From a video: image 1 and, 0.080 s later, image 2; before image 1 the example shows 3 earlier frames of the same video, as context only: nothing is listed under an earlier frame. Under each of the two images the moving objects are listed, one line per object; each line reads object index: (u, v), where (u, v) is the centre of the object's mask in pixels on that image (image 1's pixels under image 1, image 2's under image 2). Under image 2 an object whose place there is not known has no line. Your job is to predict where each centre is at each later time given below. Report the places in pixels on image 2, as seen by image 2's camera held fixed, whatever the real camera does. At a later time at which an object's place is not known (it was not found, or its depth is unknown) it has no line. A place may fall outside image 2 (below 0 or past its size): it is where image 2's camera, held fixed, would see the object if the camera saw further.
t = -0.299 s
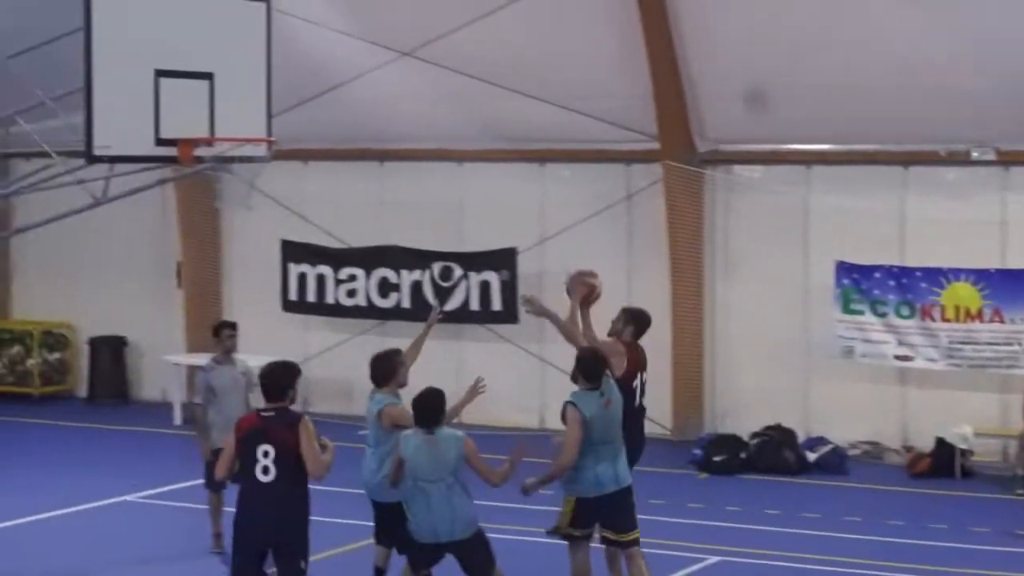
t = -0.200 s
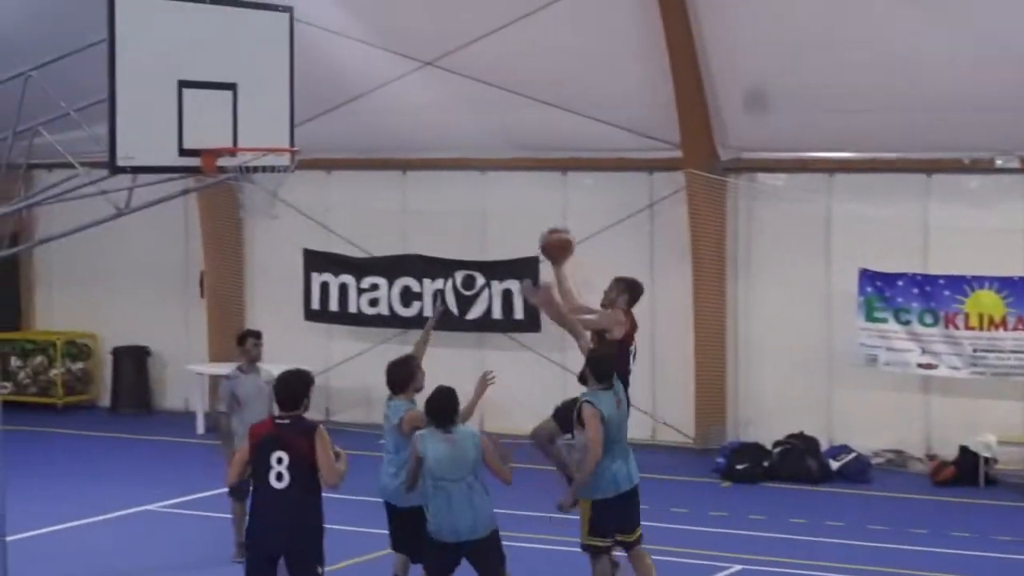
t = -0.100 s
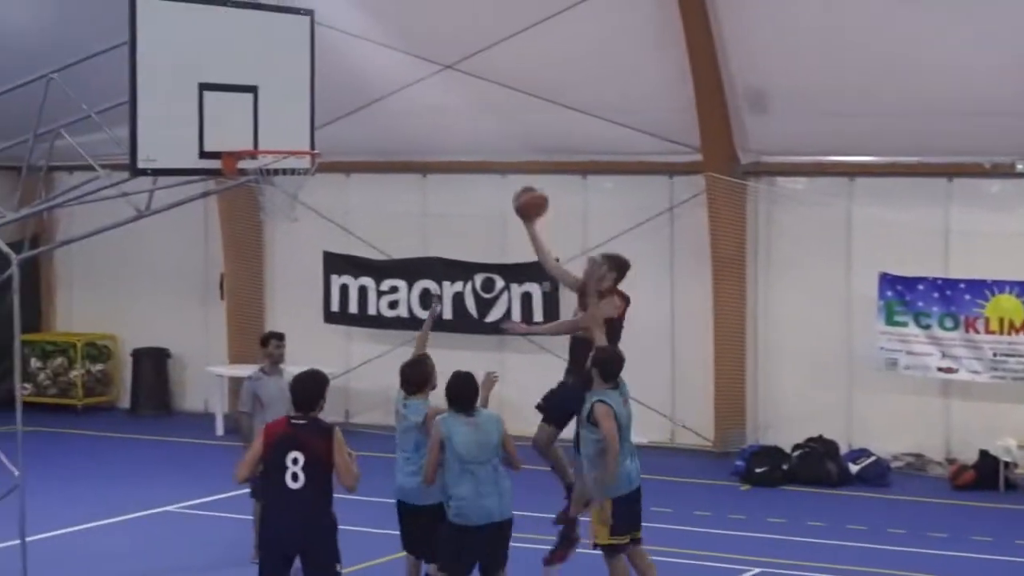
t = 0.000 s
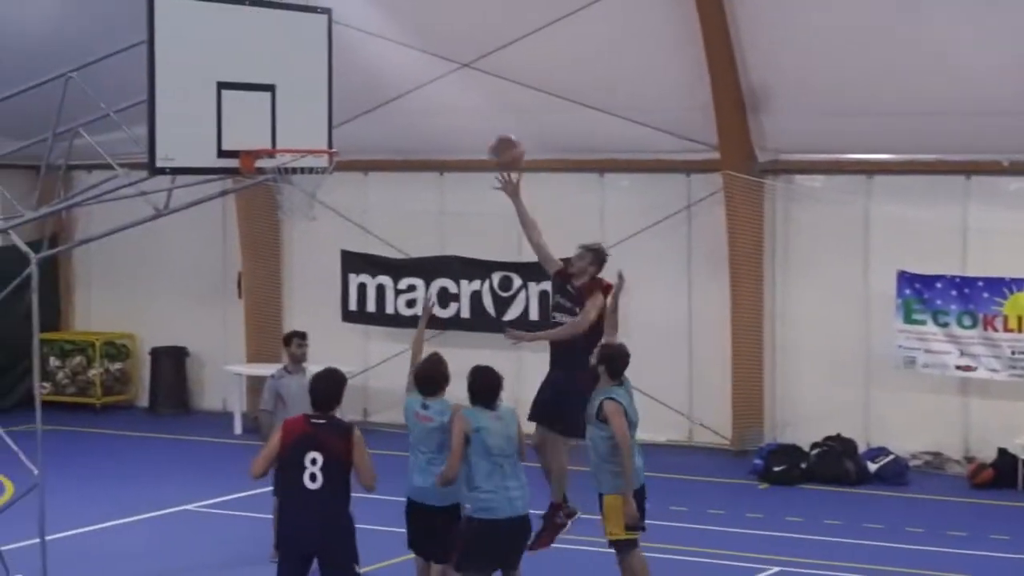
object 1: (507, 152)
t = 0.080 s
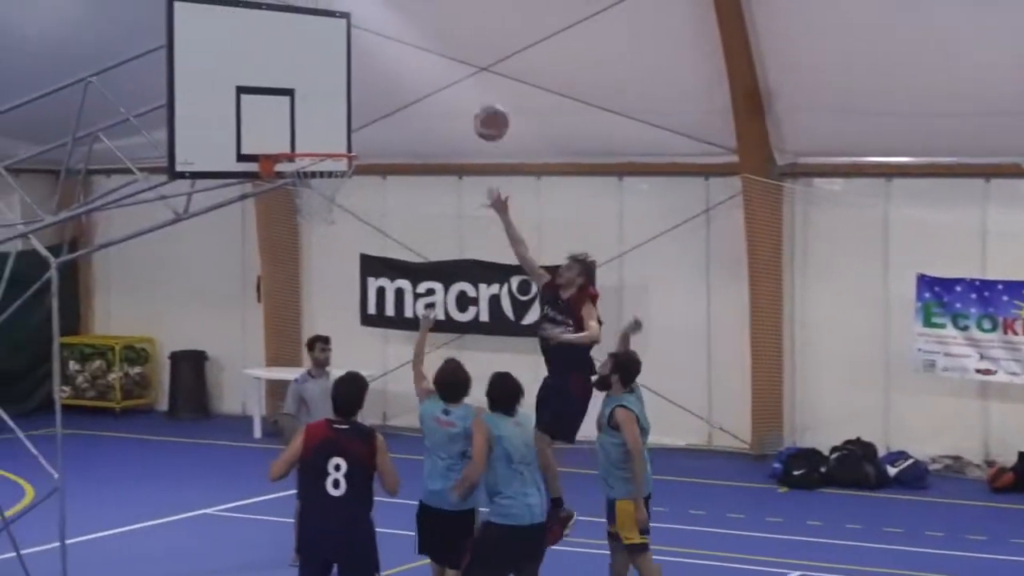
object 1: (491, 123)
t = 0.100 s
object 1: (482, 116)
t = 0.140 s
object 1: (465, 104)
